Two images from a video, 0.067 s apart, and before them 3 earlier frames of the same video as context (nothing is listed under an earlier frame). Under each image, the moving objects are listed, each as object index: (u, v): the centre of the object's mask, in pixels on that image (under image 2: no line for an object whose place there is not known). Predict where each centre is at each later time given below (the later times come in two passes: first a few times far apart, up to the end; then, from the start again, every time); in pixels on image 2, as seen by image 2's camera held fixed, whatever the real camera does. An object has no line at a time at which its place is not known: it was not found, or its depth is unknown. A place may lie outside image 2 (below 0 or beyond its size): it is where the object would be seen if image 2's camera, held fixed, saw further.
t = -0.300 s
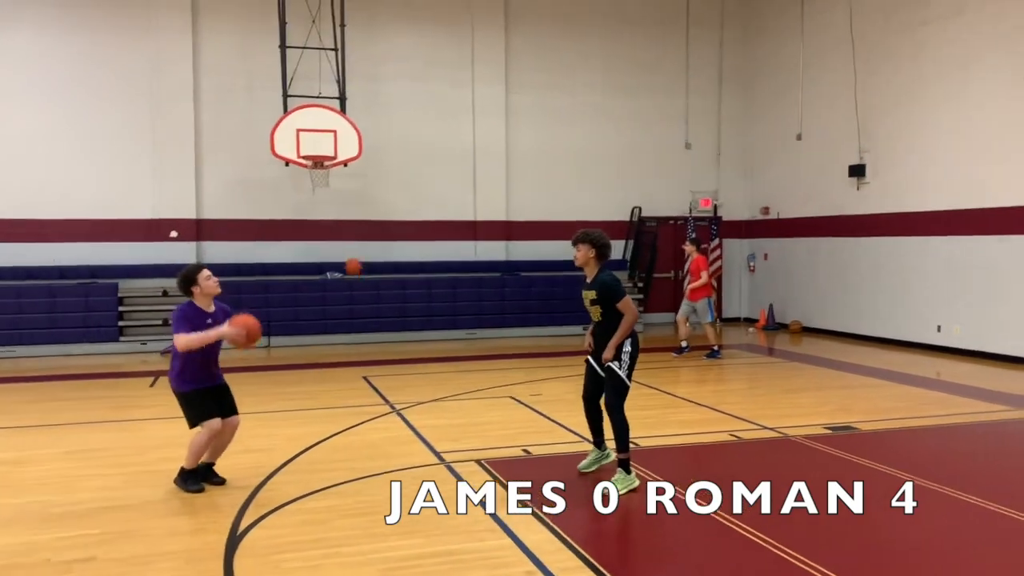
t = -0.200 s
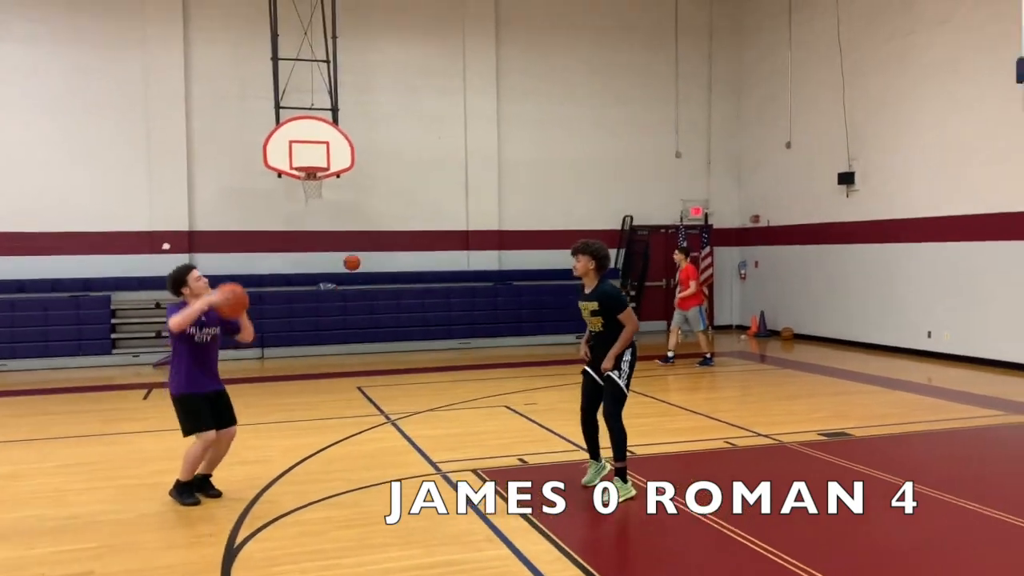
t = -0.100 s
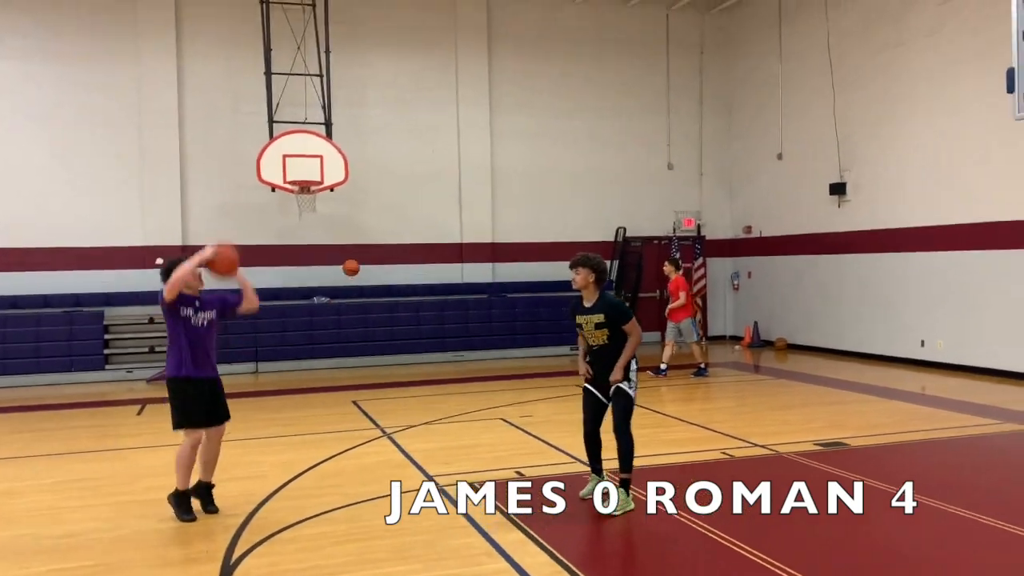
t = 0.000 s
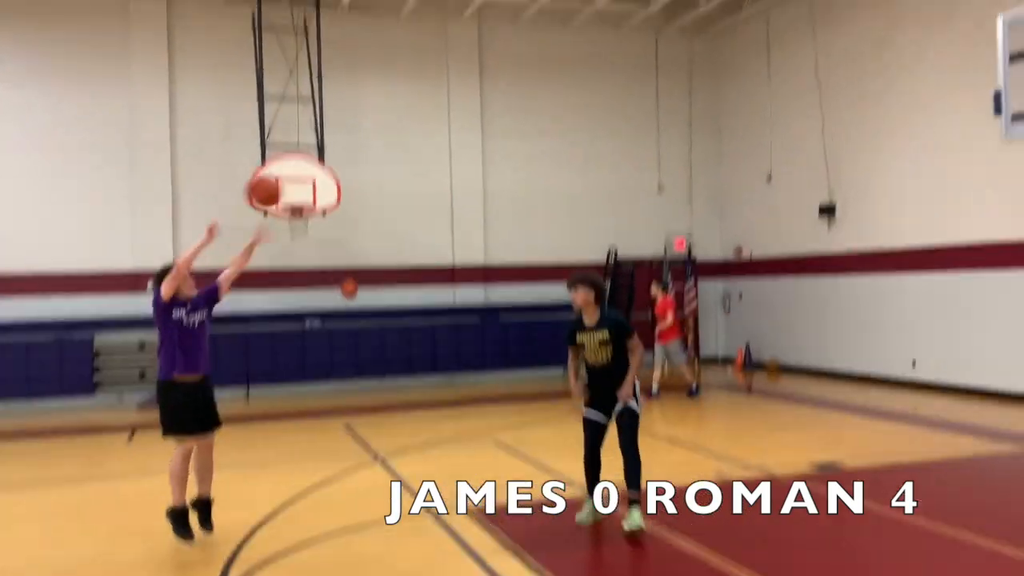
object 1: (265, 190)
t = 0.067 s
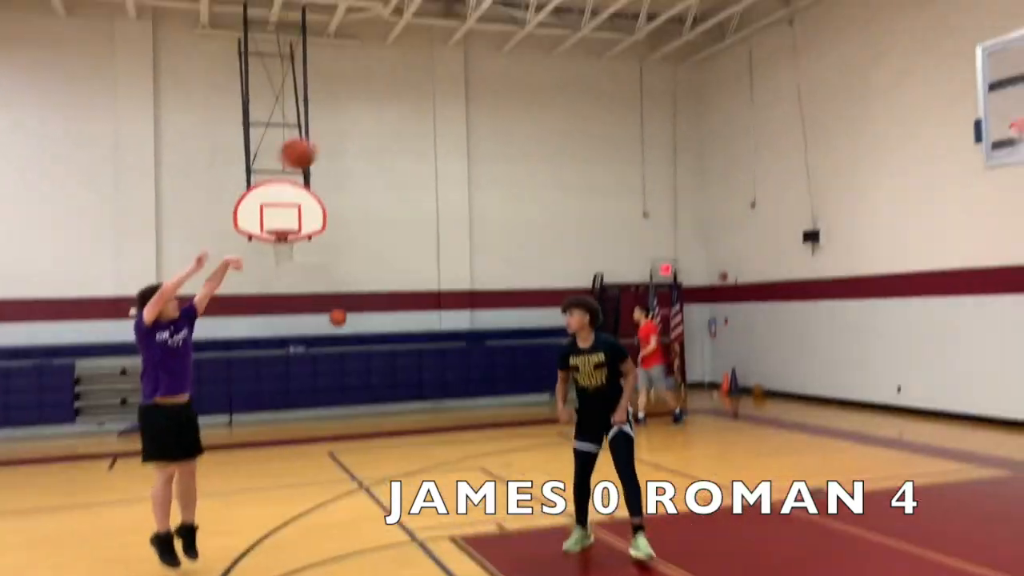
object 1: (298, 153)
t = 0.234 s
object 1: (415, 27)
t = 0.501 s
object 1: (593, -88)
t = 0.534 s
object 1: (615, -95)
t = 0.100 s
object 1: (322, 124)
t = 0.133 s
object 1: (346, 97)
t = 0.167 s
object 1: (369, 71)
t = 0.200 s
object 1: (392, 49)
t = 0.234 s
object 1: (415, 27)
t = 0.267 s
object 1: (439, 7)
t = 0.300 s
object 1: (461, -12)
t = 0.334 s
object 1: (484, -29)
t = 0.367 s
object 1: (506, -43)
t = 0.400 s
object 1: (528, -57)
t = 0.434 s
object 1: (551, -69)
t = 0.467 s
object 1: (572, -79)
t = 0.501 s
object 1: (593, -88)
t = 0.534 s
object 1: (615, -95)
